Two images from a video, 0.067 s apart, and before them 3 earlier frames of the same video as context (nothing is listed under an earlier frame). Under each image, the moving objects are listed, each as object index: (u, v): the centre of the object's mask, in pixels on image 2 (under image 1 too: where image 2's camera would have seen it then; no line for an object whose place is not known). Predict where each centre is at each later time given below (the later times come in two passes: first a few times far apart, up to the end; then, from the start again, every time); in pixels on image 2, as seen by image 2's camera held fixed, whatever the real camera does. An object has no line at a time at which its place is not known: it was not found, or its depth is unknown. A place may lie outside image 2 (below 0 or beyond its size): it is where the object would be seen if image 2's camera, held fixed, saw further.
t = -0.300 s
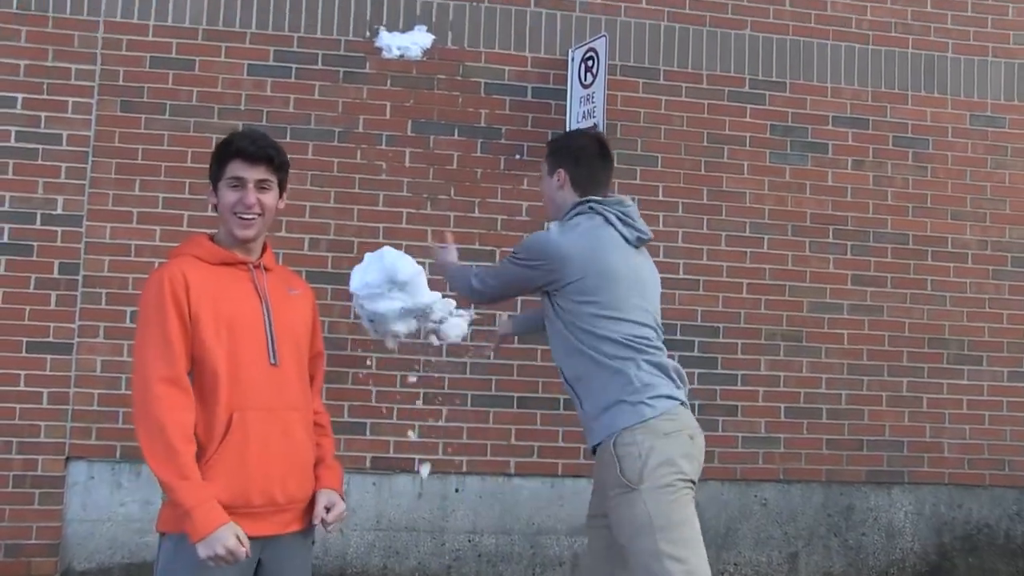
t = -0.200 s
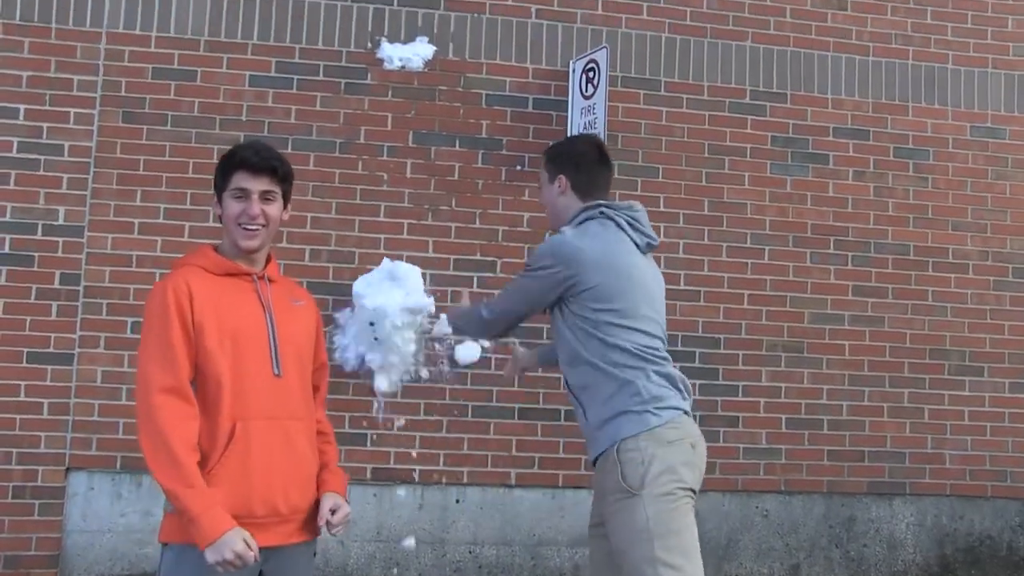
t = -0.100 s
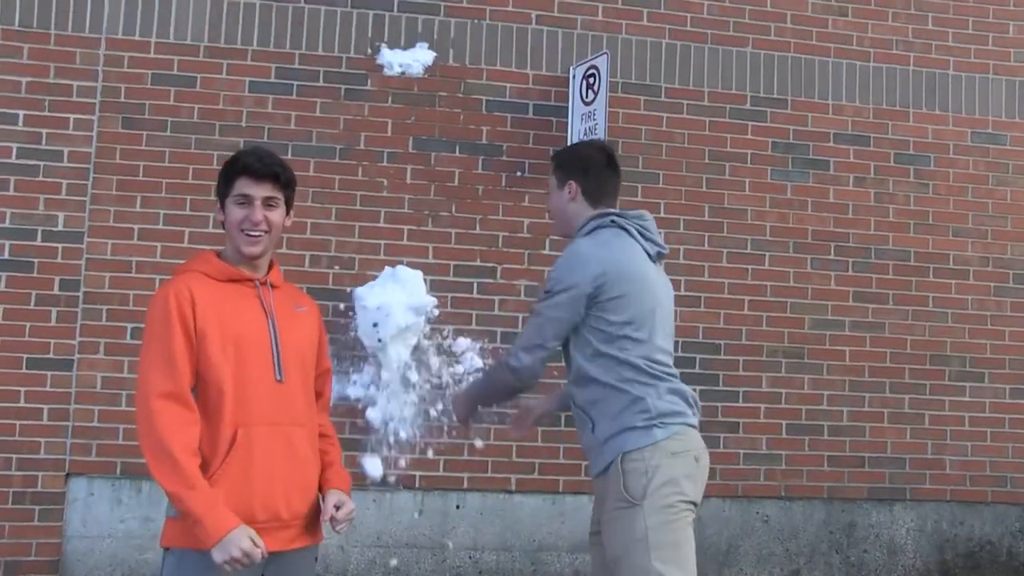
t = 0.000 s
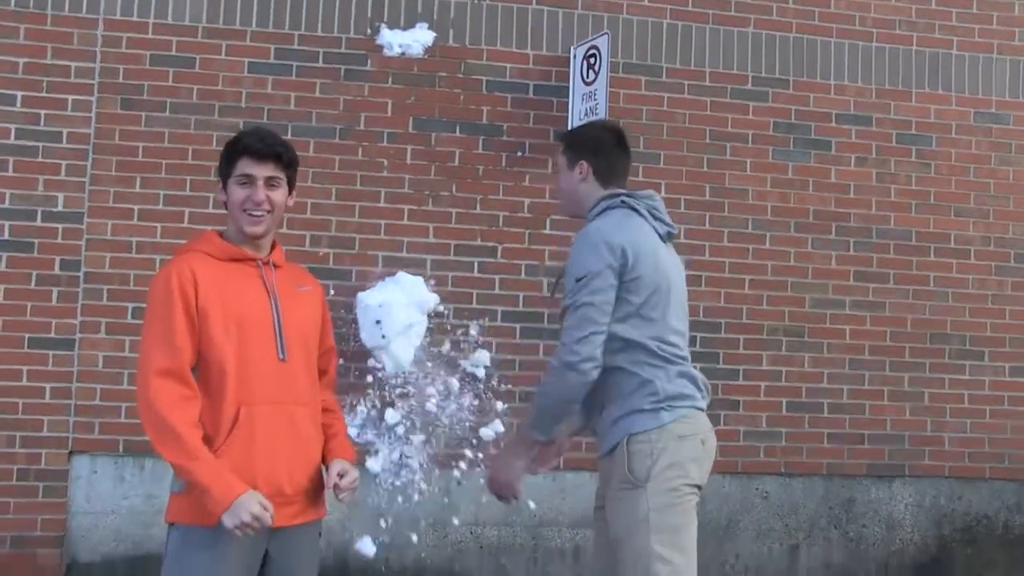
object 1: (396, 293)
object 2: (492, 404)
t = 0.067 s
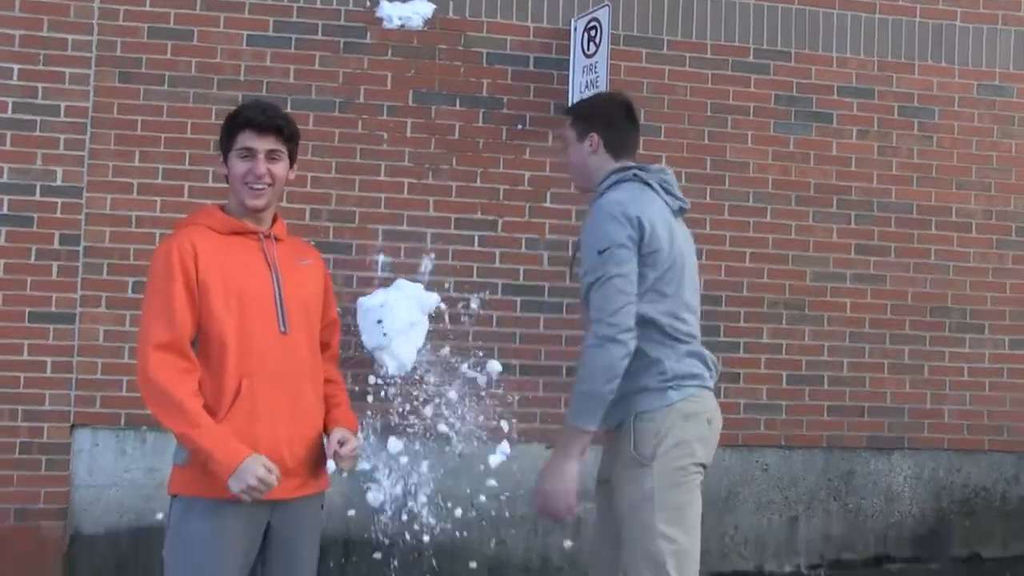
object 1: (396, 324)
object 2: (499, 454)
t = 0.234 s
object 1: (395, 450)
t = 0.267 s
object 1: (394, 484)
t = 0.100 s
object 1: (396, 343)
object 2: (503, 484)
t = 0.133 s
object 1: (396, 366)
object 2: (507, 515)
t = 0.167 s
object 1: (396, 391)
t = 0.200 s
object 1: (396, 419)
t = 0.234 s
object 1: (395, 450)
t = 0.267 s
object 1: (394, 484)
